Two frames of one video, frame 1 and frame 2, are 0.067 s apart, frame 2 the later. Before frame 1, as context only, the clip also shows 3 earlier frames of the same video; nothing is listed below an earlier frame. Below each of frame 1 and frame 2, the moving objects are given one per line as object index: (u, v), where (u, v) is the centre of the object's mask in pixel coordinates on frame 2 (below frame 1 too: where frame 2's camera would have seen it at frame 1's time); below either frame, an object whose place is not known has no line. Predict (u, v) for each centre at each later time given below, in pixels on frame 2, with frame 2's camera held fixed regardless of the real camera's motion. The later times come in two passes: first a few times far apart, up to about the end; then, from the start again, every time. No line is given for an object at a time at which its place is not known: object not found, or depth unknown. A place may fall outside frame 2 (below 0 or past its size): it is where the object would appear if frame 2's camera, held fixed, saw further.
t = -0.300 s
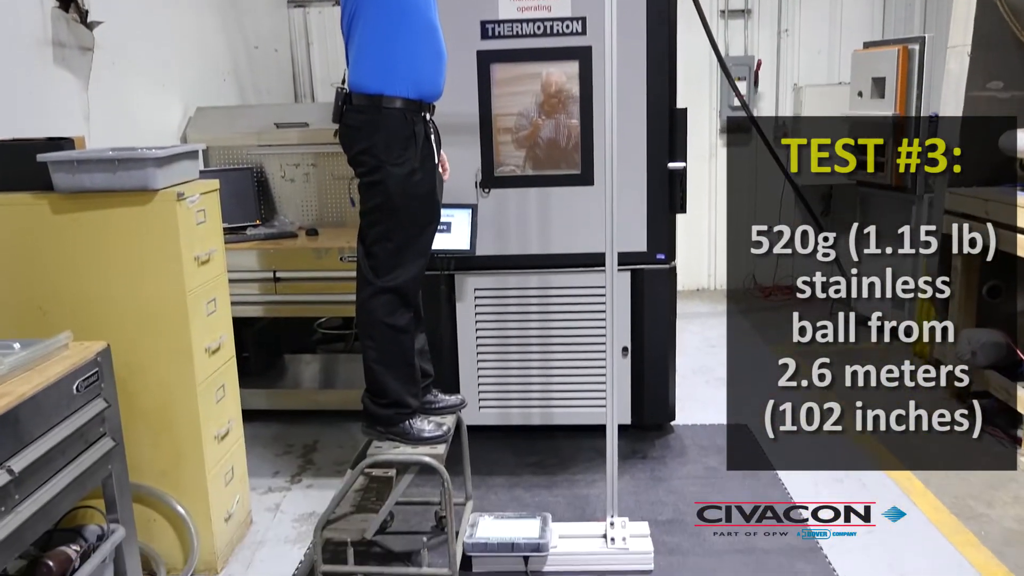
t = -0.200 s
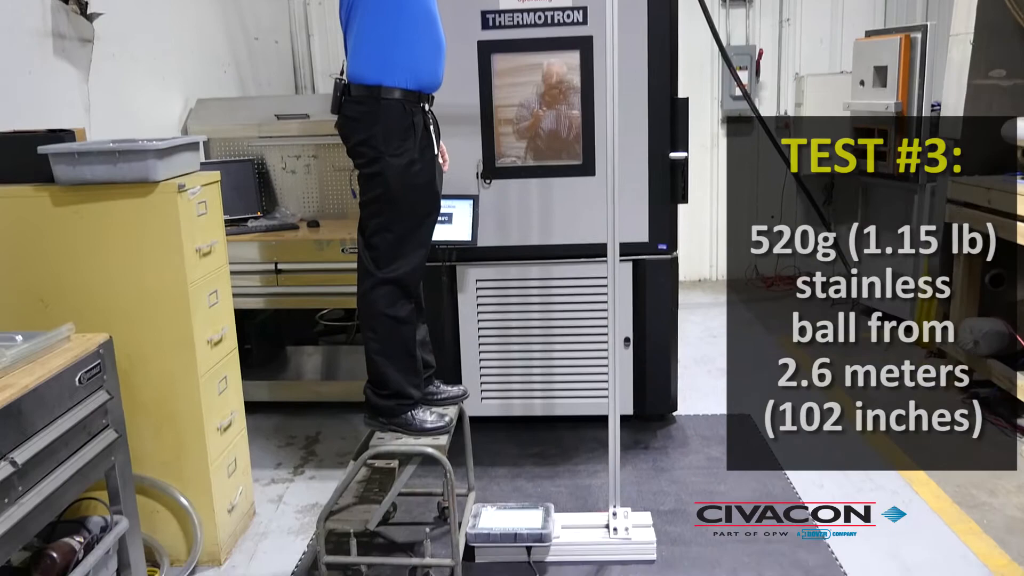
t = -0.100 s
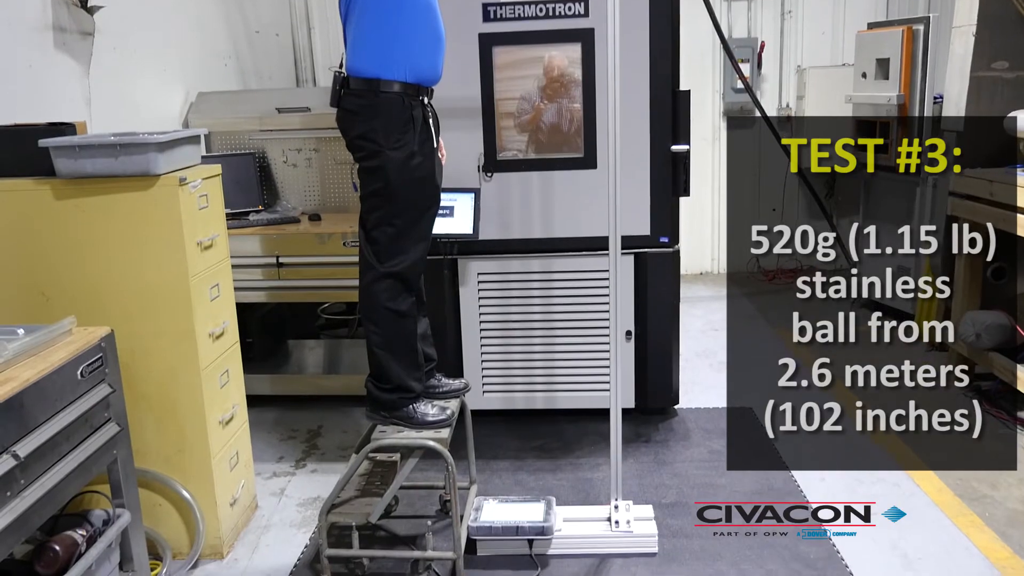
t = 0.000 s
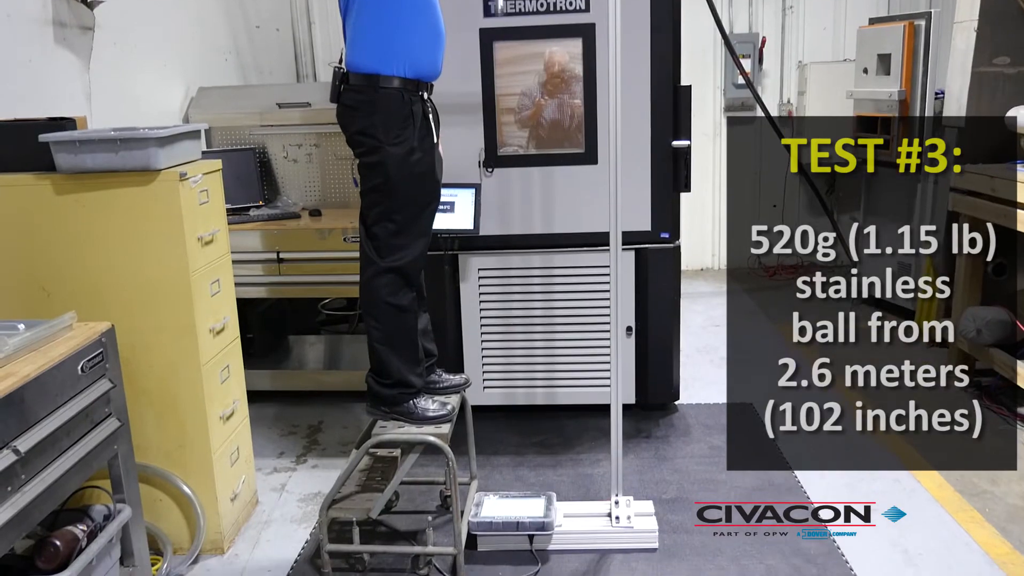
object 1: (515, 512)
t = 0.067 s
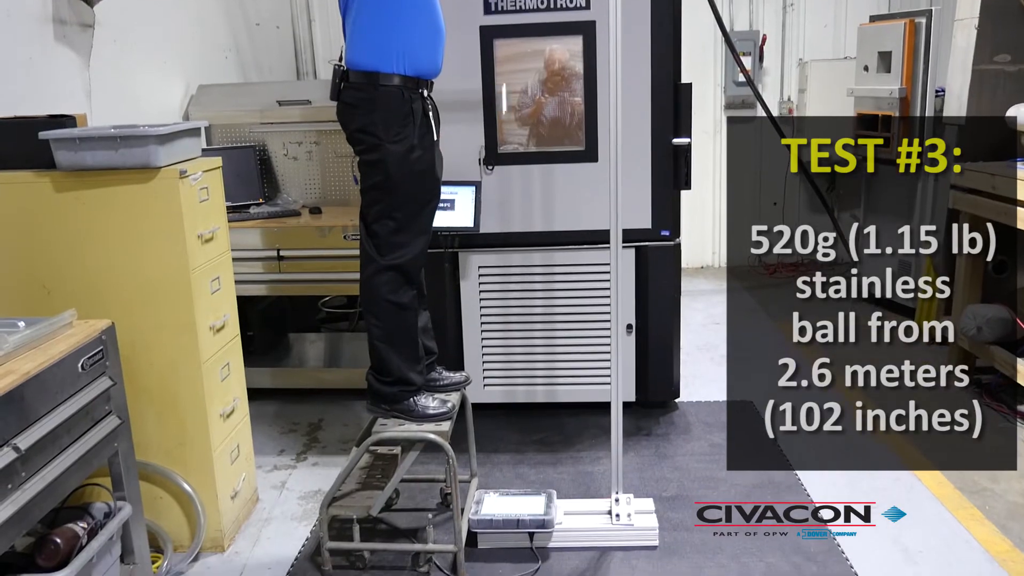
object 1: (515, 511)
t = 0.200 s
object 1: (515, 511)
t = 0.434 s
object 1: (512, 499)
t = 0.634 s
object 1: (515, 514)
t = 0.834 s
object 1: (515, 514)
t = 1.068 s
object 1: (515, 514)
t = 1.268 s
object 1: (515, 514)
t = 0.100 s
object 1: (515, 512)
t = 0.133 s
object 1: (515, 512)
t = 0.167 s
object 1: (515, 511)
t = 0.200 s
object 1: (515, 511)
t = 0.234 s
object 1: (515, 511)
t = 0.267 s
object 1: (515, 511)
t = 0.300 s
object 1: (515, 509)
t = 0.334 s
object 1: (515, 503)
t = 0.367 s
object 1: (513, 500)
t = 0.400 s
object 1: (512, 499)
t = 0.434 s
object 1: (512, 499)
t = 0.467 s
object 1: (513, 502)
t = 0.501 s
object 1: (515, 506)
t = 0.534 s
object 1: (515, 511)
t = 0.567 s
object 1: (515, 514)
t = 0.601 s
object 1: (515, 514)
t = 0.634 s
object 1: (515, 514)
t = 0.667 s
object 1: (515, 514)
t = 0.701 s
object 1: (515, 514)
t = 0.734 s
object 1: (515, 514)
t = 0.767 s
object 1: (515, 514)
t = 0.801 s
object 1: (515, 514)
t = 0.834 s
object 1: (515, 514)
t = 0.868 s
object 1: (515, 514)
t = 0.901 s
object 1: (515, 514)
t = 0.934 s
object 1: (515, 514)
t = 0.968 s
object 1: (515, 514)
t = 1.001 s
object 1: (515, 514)
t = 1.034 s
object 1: (515, 514)
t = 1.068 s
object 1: (515, 514)
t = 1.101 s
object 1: (515, 514)
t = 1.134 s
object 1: (515, 514)
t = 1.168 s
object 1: (515, 514)
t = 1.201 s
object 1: (515, 514)
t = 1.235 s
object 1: (515, 514)
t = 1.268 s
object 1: (515, 514)
